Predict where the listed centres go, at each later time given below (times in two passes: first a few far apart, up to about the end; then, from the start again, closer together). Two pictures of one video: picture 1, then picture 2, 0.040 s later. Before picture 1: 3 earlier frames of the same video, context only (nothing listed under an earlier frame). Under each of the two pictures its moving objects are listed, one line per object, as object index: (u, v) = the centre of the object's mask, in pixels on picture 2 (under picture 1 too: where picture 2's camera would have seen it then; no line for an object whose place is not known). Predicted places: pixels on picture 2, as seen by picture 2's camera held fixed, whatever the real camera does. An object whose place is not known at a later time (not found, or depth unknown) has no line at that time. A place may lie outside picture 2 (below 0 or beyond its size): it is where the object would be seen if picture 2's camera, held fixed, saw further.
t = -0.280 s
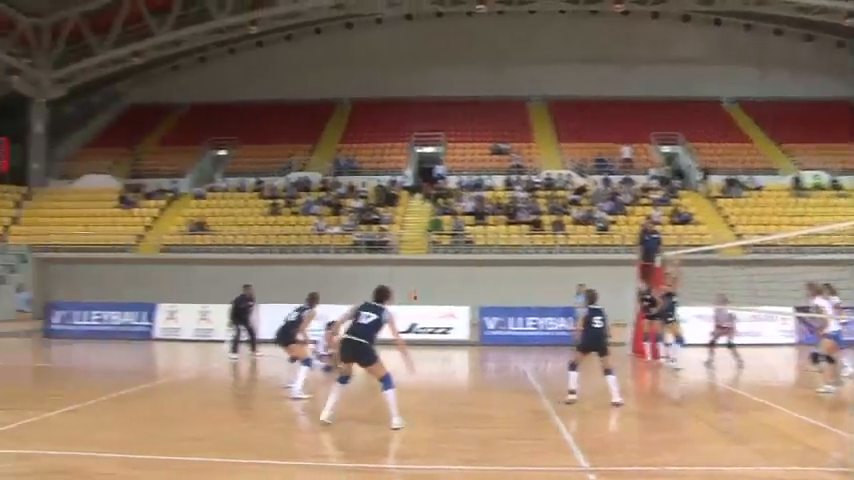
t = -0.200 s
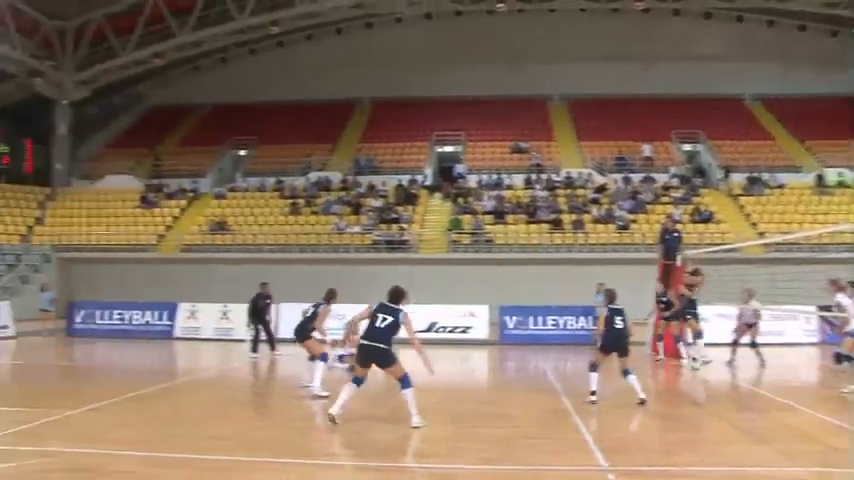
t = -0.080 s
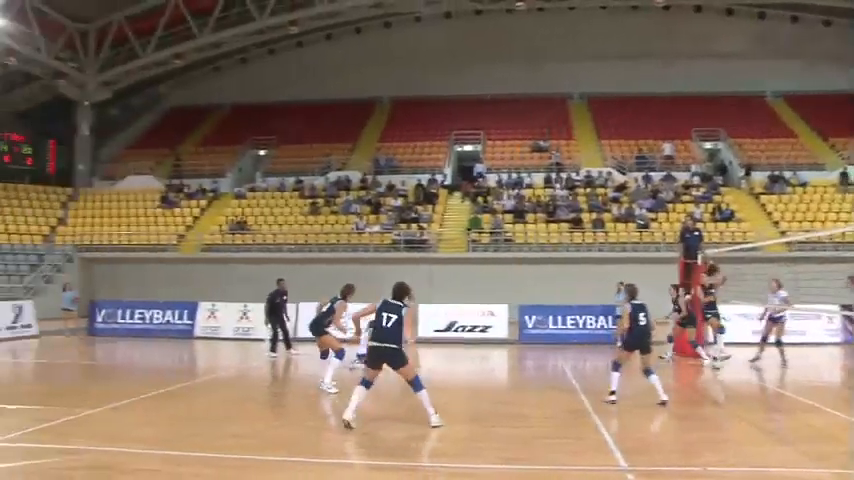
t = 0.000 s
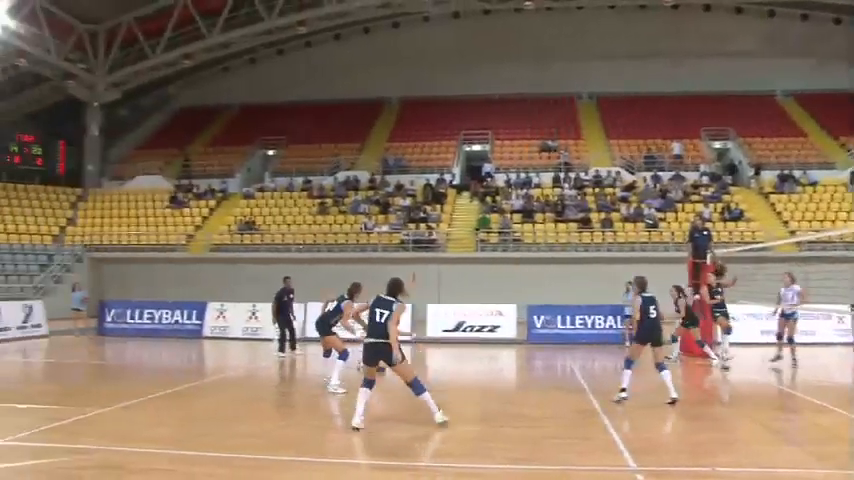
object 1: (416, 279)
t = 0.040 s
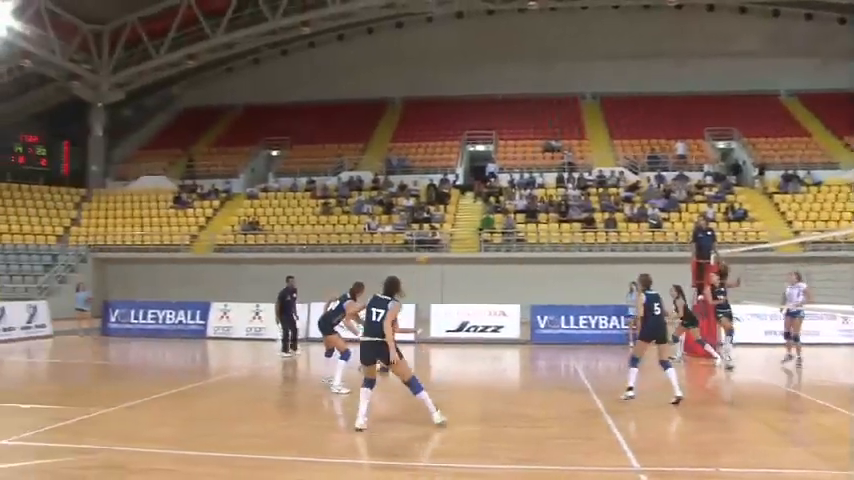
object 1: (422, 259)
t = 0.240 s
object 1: (444, 173)
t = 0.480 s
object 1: (465, 100)
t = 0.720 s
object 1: (486, 58)
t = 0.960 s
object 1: (507, 44)
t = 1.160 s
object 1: (526, 59)
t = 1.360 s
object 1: (546, 98)
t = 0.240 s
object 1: (444, 173)
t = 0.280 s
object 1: (446, 159)
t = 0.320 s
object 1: (450, 144)
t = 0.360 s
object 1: (454, 133)
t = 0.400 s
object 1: (458, 122)
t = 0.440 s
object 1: (462, 111)
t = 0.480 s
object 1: (465, 100)
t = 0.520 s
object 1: (469, 91)
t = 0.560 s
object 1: (472, 82)
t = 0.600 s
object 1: (476, 75)
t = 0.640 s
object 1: (479, 68)
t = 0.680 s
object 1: (483, 62)
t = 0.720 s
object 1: (486, 58)
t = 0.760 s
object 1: (490, 53)
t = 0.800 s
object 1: (494, 50)
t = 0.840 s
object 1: (498, 46)
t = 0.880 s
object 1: (501, 45)
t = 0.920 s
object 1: (504, 44)
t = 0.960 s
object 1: (507, 44)
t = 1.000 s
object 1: (511, 45)
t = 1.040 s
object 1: (515, 46)
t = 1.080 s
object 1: (519, 50)
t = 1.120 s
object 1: (522, 53)
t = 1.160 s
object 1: (526, 59)
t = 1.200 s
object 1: (530, 65)
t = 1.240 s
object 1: (534, 71)
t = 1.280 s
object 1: (538, 79)
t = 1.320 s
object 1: (541, 87)
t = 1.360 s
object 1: (546, 98)
